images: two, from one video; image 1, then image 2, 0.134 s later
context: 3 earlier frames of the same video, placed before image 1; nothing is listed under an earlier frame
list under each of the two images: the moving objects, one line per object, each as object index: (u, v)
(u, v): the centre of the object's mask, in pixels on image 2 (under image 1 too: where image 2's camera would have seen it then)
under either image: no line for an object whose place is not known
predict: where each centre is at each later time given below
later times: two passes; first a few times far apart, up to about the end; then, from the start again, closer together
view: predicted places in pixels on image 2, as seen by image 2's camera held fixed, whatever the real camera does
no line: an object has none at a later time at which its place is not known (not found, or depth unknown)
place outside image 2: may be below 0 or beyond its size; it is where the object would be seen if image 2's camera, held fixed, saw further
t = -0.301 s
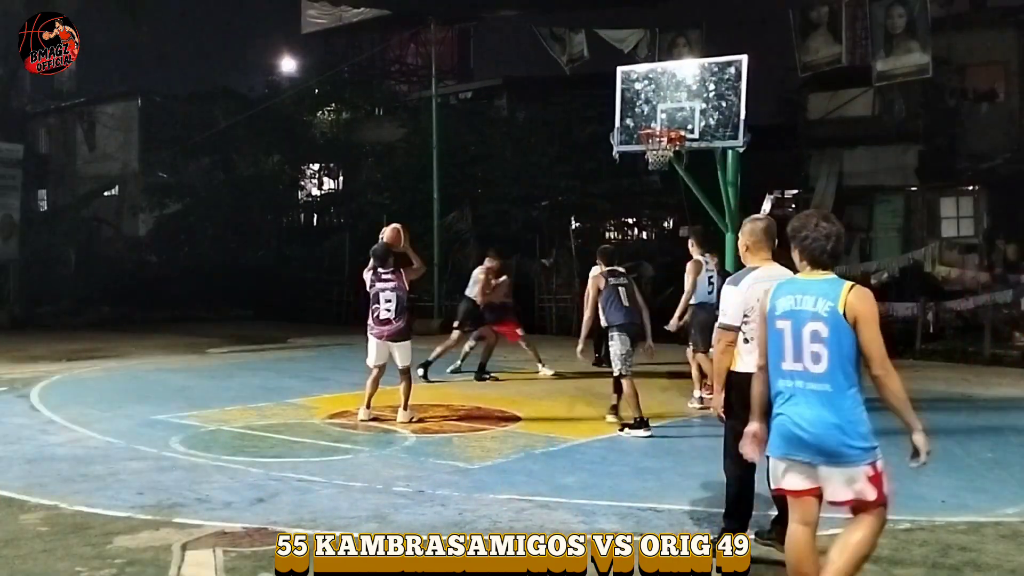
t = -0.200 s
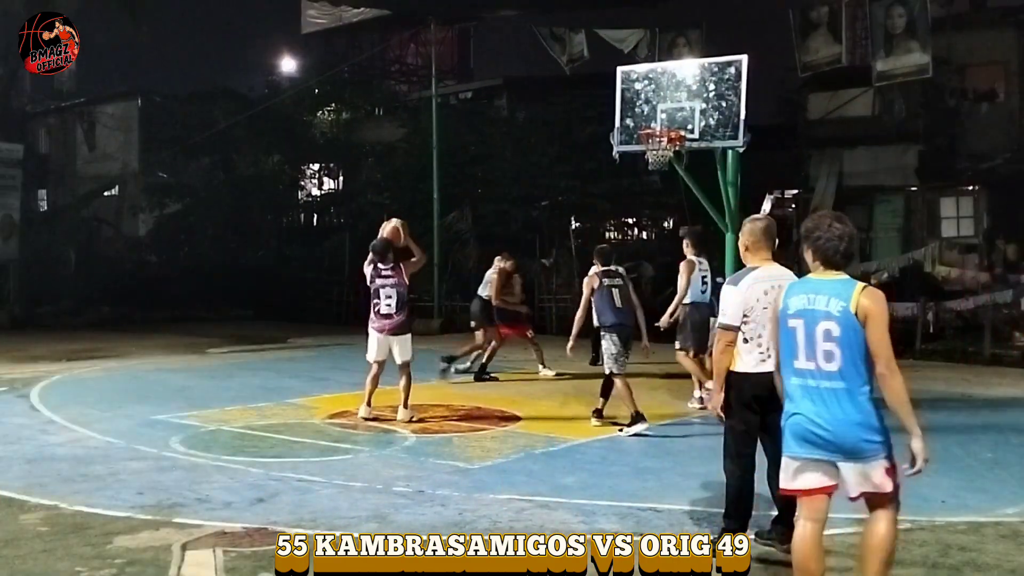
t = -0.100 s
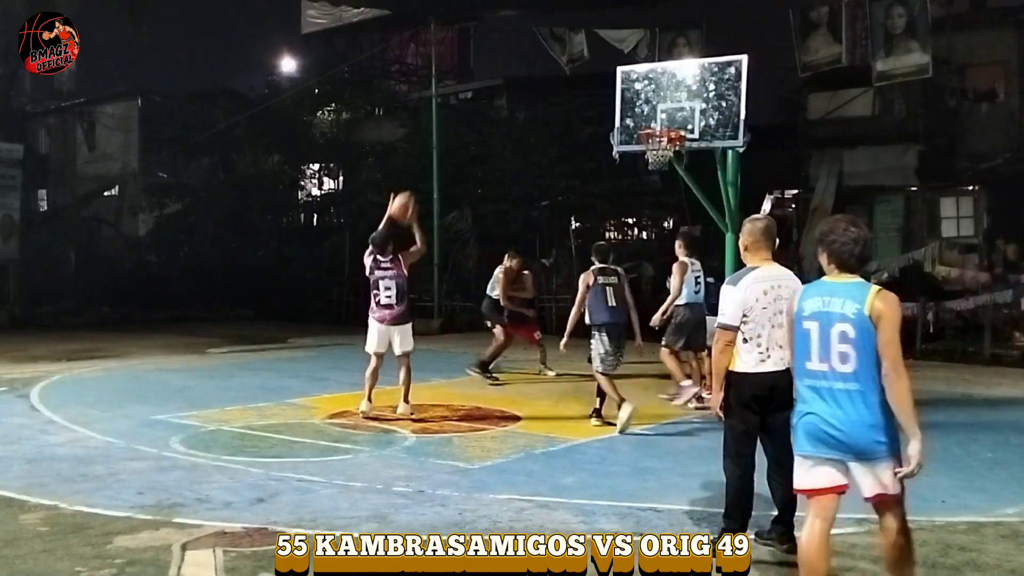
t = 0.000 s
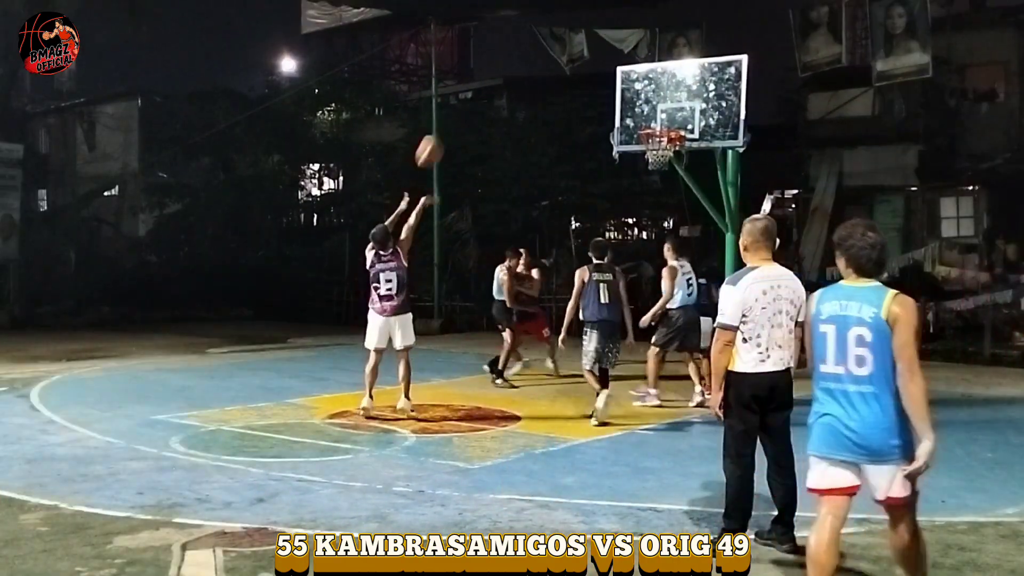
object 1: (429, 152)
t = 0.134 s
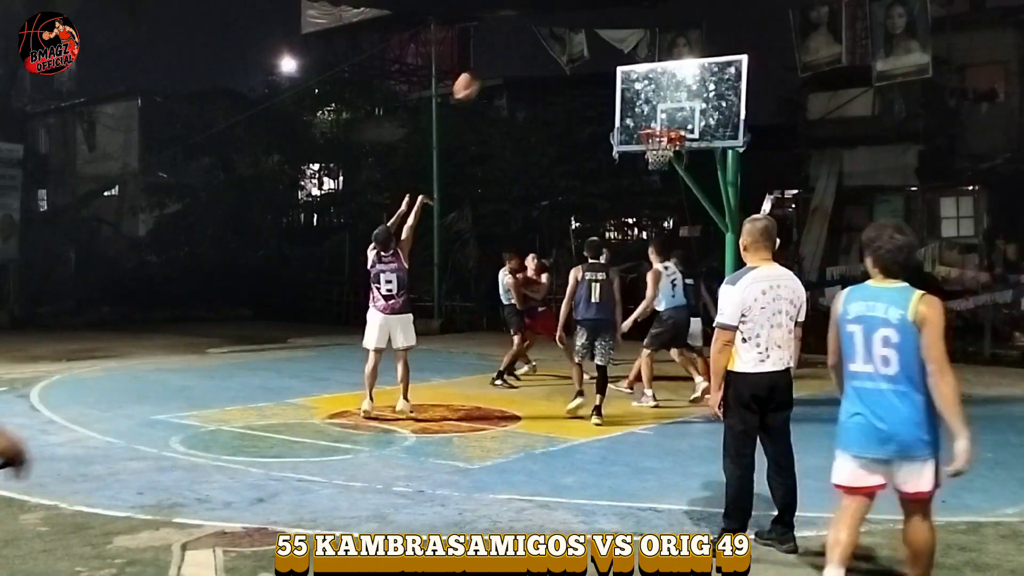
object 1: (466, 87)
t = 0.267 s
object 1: (501, 44)
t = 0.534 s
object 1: (560, 14)
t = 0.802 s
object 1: (611, 47)
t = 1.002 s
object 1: (642, 106)
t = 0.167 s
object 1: (474, 75)
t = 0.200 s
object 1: (484, 63)
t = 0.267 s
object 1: (501, 44)
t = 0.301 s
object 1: (509, 36)
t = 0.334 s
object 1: (516, 31)
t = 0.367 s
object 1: (524, 25)
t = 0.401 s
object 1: (531, 20)
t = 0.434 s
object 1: (539, 18)
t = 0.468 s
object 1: (546, 15)
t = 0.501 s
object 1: (553, 14)
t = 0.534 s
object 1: (560, 14)
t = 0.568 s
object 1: (566, 15)
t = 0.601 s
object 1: (572, 17)
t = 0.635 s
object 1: (579, 21)
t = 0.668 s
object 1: (585, 24)
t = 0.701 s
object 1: (592, 28)
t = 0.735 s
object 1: (598, 33)
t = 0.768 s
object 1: (604, 40)
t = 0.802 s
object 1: (611, 47)
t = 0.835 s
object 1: (615, 54)
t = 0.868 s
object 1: (619, 62)
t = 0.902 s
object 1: (628, 76)
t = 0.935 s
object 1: (632, 84)
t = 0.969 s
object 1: (636, 94)
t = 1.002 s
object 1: (642, 106)
